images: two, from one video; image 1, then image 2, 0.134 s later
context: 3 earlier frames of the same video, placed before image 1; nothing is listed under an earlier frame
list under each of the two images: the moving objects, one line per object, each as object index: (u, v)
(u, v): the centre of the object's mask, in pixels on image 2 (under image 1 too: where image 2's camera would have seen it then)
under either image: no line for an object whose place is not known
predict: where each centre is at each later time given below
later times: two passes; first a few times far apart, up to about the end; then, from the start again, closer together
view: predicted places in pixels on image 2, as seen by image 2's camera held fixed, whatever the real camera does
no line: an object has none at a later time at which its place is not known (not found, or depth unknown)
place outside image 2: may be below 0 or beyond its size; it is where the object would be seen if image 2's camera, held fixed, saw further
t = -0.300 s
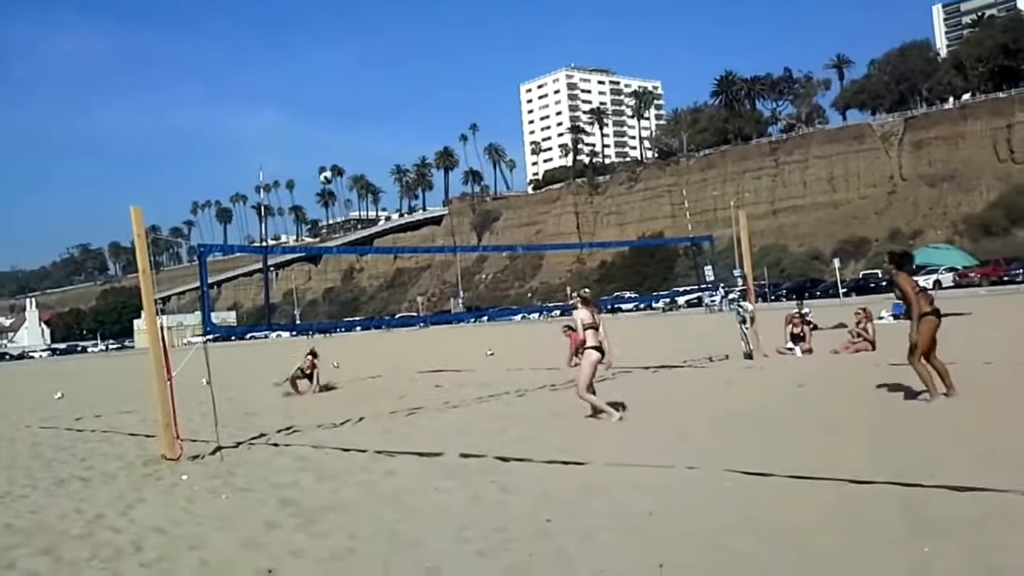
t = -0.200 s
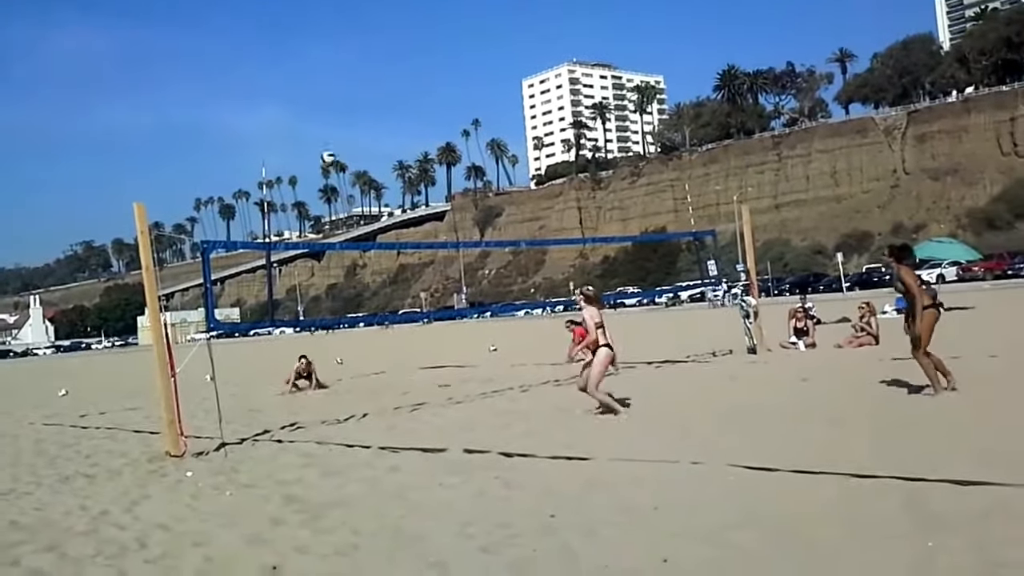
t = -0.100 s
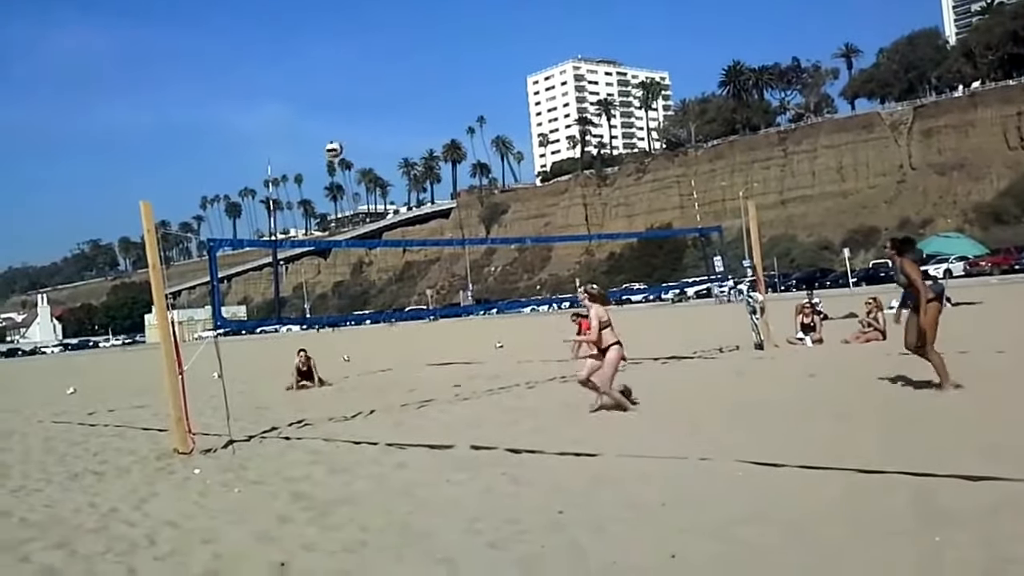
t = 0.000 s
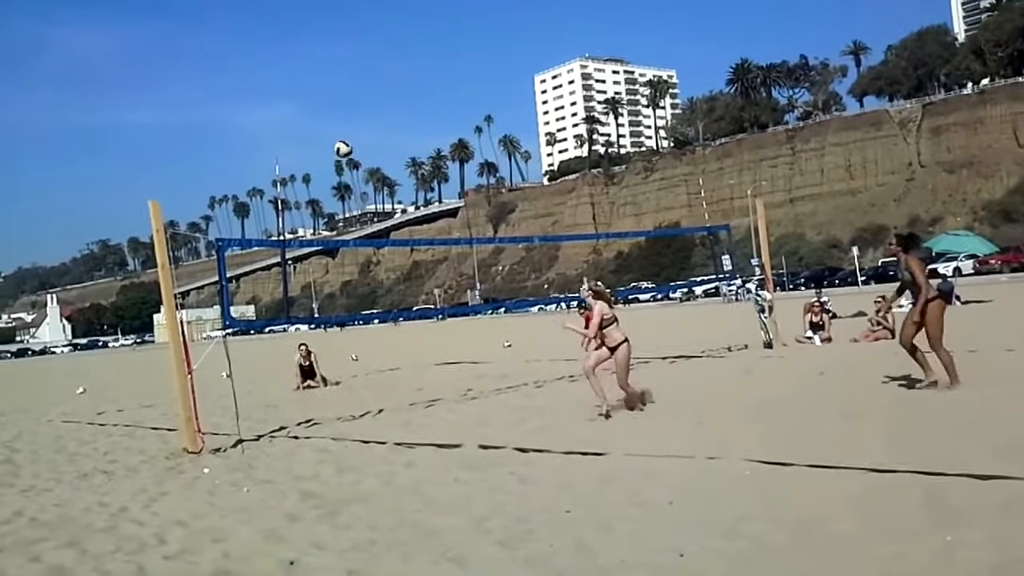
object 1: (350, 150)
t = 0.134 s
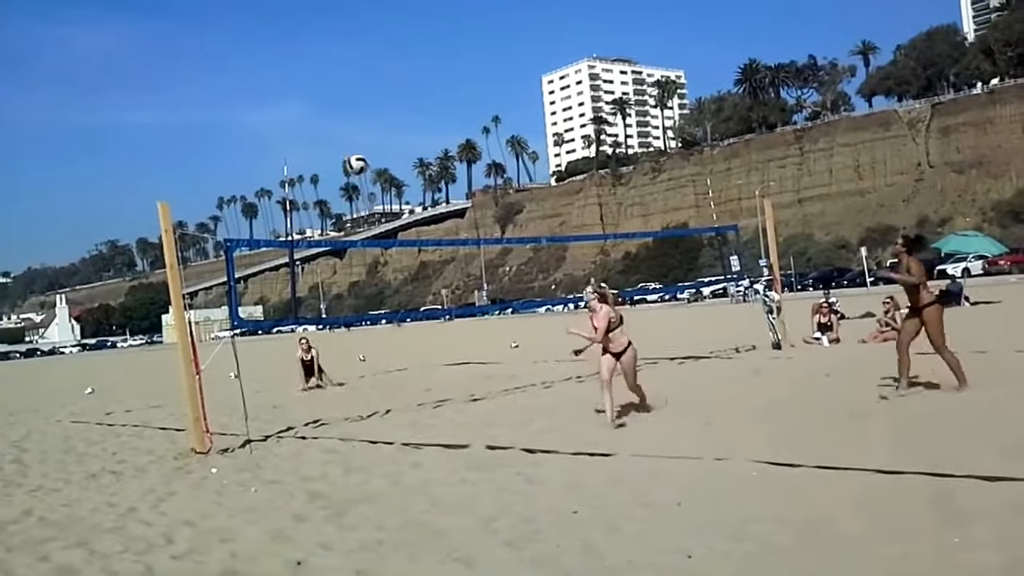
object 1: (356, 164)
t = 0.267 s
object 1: (366, 202)
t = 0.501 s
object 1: (395, 355)
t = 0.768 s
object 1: (400, 446)
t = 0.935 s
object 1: (380, 419)
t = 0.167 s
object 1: (358, 170)
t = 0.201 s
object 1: (360, 180)
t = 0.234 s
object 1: (363, 191)
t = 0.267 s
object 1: (366, 202)
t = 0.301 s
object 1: (370, 216)
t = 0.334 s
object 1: (371, 232)
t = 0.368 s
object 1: (376, 252)
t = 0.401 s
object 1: (380, 271)
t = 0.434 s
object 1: (384, 296)
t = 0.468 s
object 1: (389, 324)
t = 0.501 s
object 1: (395, 355)
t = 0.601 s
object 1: (414, 473)
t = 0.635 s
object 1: (416, 495)
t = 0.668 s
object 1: (412, 481)
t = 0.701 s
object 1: (409, 468)
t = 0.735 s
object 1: (404, 456)
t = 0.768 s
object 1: (400, 446)
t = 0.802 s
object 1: (396, 438)
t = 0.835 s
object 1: (392, 429)
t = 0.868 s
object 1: (387, 424)
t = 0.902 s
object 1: (385, 421)
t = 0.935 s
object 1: (380, 419)
